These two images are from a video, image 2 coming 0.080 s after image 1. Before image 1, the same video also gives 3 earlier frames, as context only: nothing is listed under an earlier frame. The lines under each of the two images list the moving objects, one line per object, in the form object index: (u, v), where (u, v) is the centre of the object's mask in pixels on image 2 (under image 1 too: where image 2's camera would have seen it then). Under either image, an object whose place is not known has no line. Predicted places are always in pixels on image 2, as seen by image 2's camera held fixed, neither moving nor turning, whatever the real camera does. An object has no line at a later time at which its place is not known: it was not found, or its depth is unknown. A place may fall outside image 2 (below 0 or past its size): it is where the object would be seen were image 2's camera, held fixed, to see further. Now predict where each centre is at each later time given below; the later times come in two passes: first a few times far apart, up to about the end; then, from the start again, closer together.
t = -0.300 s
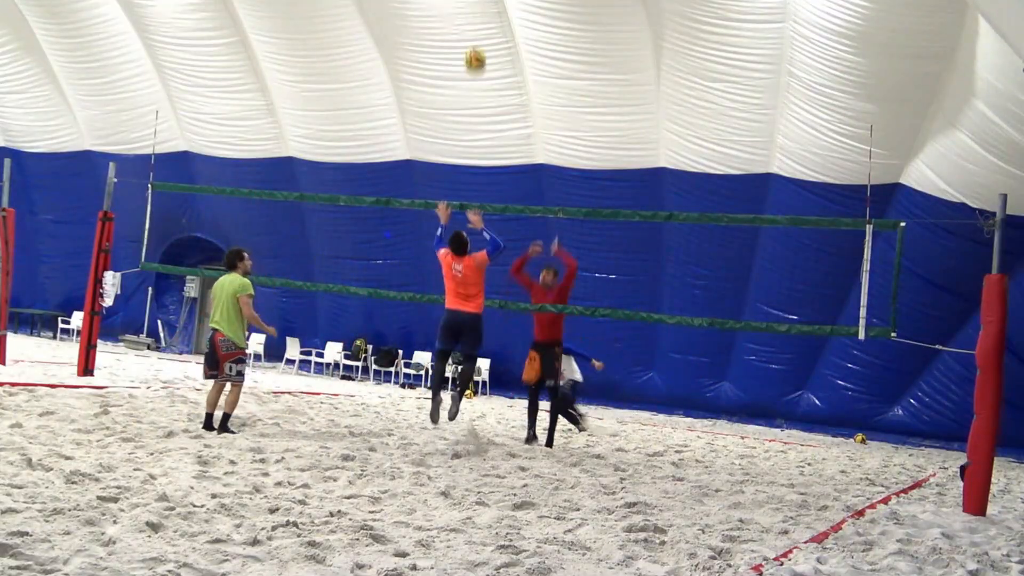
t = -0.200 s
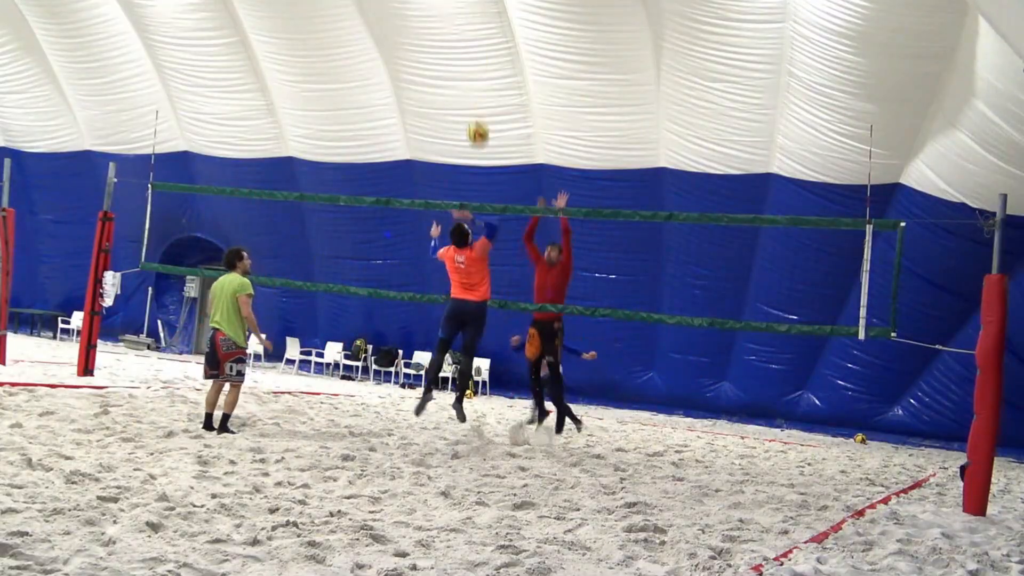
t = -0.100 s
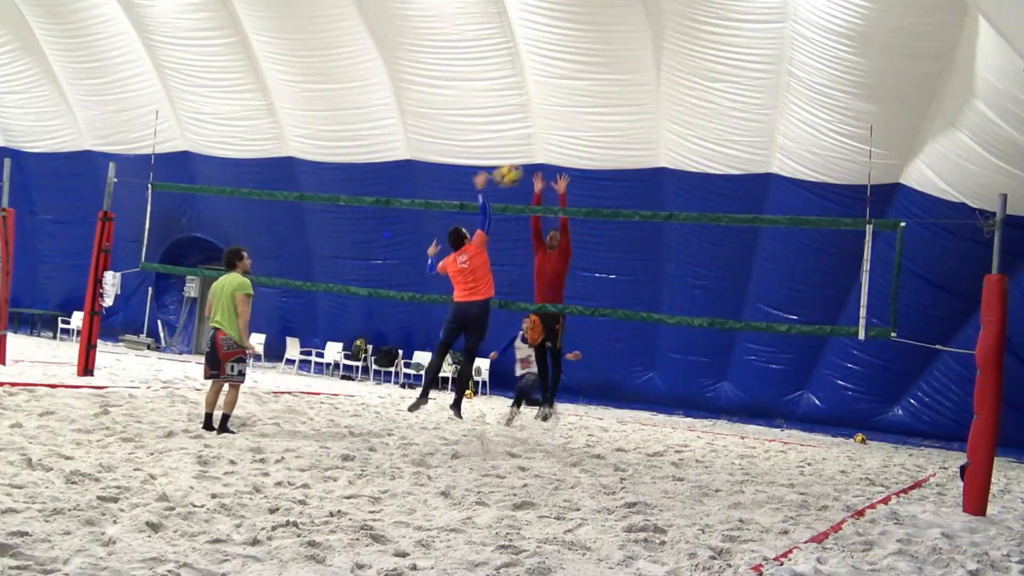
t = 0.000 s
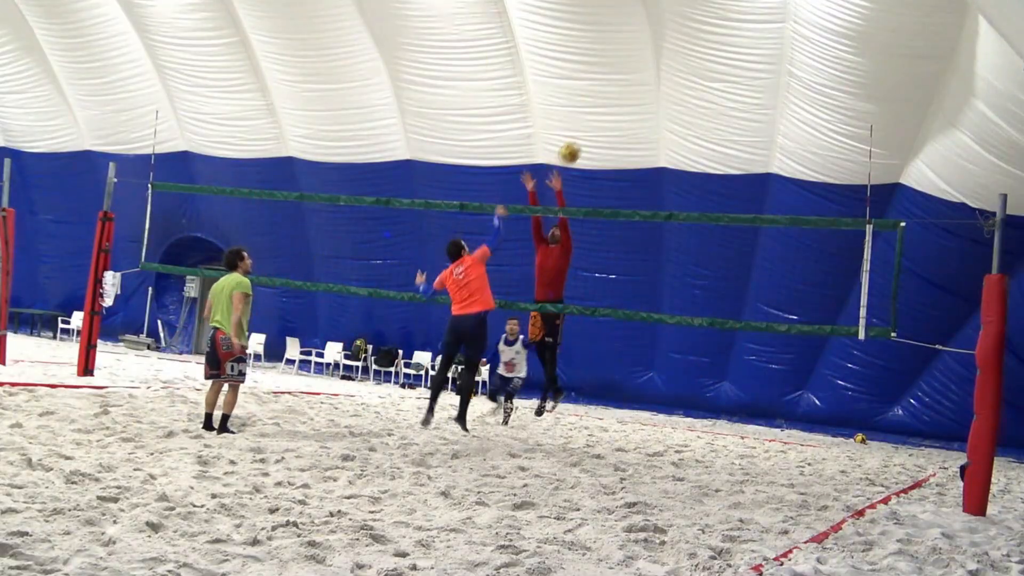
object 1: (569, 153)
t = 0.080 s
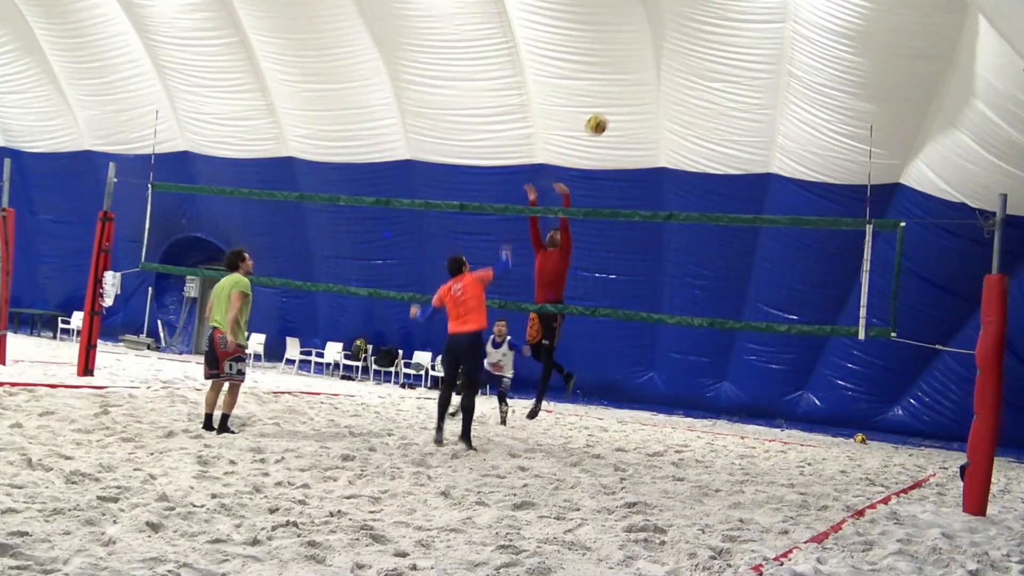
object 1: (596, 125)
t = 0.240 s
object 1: (647, 90)
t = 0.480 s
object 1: (708, 88)
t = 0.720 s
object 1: (757, 136)
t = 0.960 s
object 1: (792, 231)
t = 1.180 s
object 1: (814, 344)
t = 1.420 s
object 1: (833, 451)
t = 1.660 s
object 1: (860, 430)
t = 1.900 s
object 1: (882, 457)
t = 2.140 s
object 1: (907, 459)
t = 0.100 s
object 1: (603, 119)
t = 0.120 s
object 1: (609, 113)
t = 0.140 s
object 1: (616, 108)
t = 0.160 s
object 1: (623, 104)
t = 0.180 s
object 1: (628, 100)
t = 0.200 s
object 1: (635, 96)
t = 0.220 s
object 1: (640, 93)
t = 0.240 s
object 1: (647, 90)
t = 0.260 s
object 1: (652, 88)
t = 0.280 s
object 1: (657, 86)
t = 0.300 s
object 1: (663, 85)
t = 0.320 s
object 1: (668, 84)
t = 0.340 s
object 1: (674, 83)
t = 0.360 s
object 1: (679, 82)
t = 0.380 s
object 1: (684, 83)
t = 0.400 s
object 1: (689, 83)
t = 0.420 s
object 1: (694, 84)
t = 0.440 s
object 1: (699, 85)
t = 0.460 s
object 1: (703, 86)
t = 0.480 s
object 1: (708, 88)
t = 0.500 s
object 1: (713, 90)
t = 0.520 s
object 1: (717, 93)
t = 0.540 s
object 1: (722, 96)
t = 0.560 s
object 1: (725, 99)
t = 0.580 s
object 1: (730, 103)
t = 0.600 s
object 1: (734, 107)
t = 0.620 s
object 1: (738, 111)
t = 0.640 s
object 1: (742, 115)
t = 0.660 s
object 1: (746, 120)
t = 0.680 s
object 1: (749, 125)
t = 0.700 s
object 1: (753, 130)
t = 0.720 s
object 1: (757, 136)
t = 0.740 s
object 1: (760, 142)
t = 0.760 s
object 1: (764, 149)
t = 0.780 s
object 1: (766, 155)
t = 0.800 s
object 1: (770, 162)
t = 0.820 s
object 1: (773, 169)
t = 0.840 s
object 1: (776, 177)
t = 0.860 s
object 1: (778, 184)
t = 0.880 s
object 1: (781, 191)
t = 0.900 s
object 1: (784, 200)
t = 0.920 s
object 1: (786, 207)
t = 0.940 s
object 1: (789, 212)
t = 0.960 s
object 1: (792, 231)
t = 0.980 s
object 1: (794, 236)
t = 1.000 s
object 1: (796, 245)
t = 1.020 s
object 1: (799, 254)
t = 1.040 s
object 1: (801, 265)
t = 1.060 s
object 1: (803, 275)
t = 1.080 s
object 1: (805, 285)
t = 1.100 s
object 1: (807, 297)
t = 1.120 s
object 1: (809, 306)
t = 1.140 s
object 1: (810, 316)
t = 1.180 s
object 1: (814, 344)
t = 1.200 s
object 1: (816, 354)
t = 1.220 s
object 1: (817, 365)
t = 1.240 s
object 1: (818, 378)
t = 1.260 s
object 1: (820, 390)
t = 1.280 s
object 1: (821, 404)
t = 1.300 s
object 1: (822, 418)
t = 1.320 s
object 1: (823, 428)
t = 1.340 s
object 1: (825, 444)
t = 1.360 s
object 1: (826, 457)
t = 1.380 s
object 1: (828, 457)
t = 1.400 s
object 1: (830, 454)
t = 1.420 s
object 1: (833, 451)
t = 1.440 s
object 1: (835, 447)
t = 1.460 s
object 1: (838, 444)
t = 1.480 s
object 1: (840, 441)
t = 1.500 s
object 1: (842, 439)
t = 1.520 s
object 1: (845, 437)
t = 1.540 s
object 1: (847, 436)
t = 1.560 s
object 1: (849, 434)
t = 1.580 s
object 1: (851, 433)
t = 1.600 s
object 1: (853, 432)
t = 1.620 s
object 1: (855, 431)
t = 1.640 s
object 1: (858, 432)
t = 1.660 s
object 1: (860, 430)
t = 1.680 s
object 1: (862, 431)
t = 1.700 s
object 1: (863, 434)
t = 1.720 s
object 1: (865, 435)
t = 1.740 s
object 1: (866, 436)
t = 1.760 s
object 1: (870, 437)
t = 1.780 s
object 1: (871, 439)
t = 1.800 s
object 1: (874, 441)
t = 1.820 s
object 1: (876, 443)
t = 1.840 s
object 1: (878, 446)
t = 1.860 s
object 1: (879, 450)
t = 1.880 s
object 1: (881, 454)
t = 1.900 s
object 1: (882, 457)
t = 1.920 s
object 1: (884, 460)
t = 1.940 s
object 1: (886, 461)
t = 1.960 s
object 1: (888, 461)
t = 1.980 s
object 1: (891, 461)
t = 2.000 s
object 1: (892, 461)
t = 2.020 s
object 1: (895, 460)
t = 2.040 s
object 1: (898, 460)
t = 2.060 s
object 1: (899, 459)
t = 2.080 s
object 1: (901, 459)
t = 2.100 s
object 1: (903, 459)
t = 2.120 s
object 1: (905, 459)
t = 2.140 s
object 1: (907, 459)
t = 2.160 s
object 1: (908, 460)
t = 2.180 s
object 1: (910, 460)
